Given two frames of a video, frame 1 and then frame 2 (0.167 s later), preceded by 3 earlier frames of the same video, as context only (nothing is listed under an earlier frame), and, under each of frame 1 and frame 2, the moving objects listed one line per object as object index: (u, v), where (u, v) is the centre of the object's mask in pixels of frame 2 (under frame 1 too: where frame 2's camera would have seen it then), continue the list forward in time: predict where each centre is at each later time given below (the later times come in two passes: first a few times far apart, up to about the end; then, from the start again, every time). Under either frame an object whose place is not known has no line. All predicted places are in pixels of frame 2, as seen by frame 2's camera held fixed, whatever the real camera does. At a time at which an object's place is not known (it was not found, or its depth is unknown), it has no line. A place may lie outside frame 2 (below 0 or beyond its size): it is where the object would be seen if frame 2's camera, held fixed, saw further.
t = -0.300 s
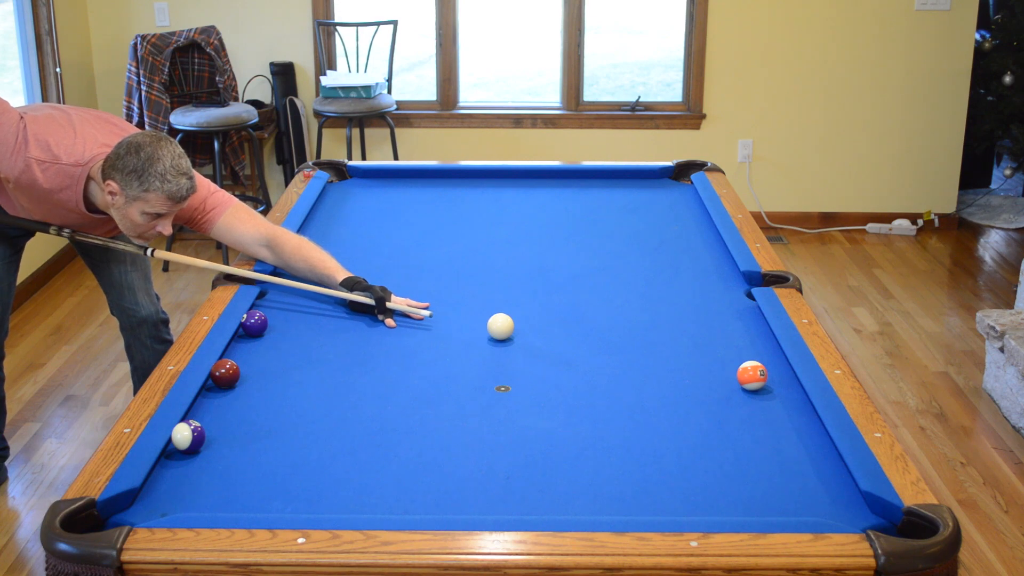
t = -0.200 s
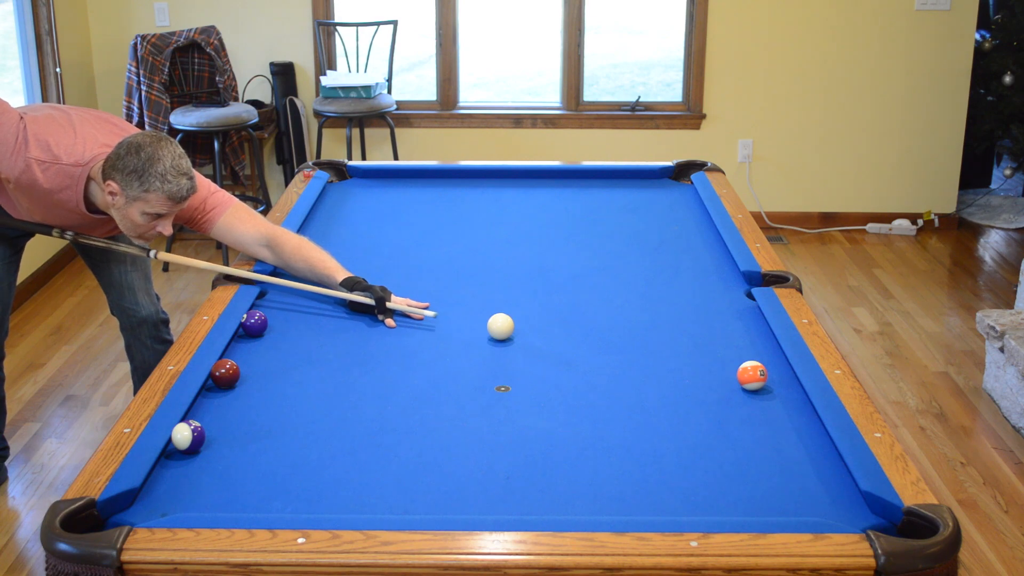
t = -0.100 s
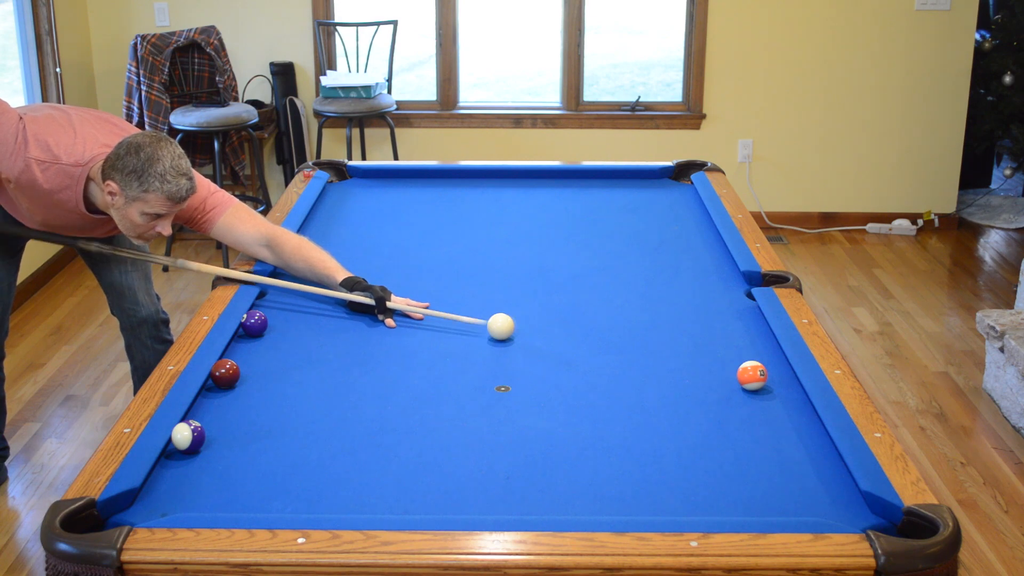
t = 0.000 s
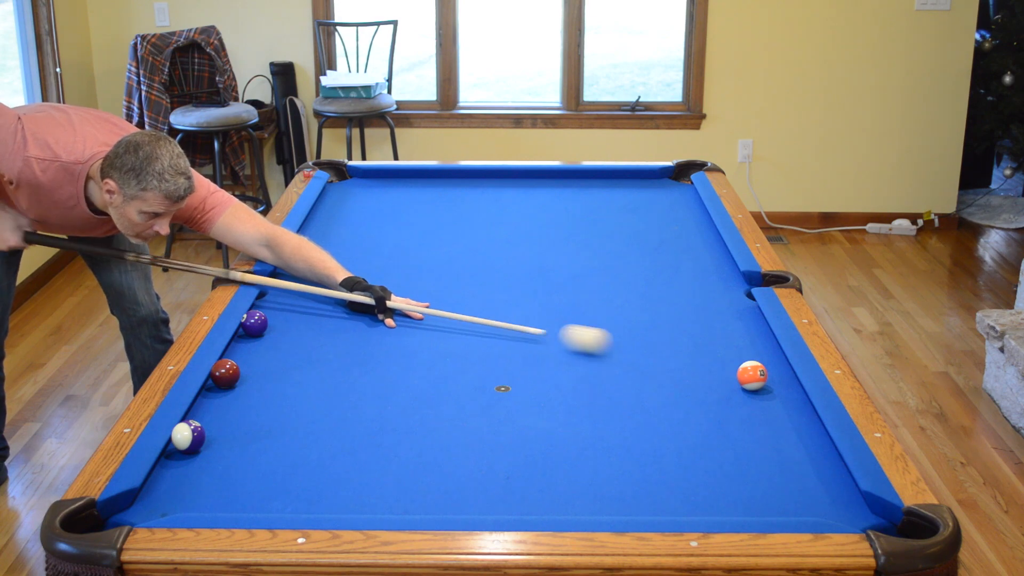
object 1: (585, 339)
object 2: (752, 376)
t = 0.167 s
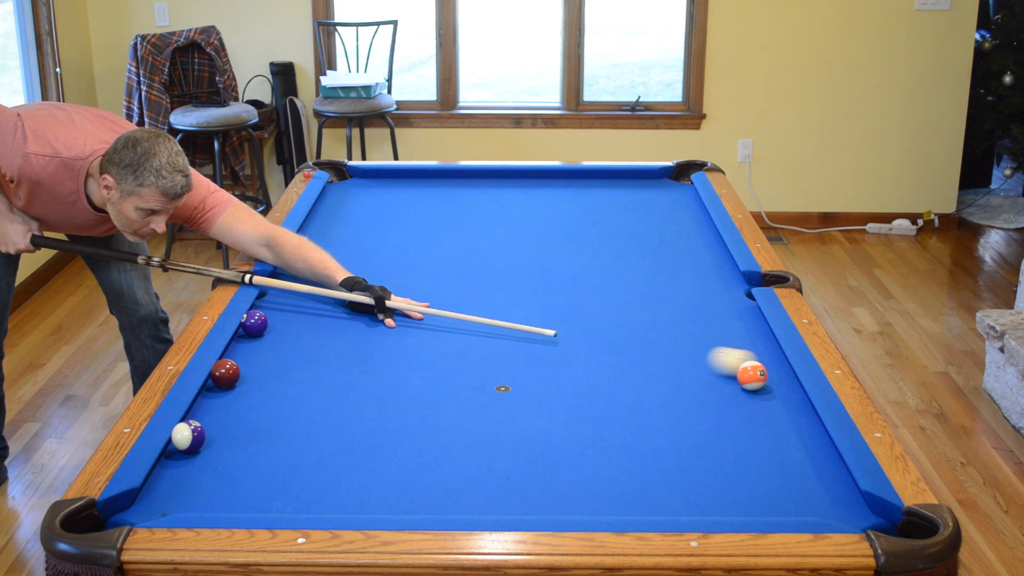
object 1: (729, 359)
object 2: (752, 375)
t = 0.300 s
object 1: (742, 358)
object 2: (763, 389)
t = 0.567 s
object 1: (645, 342)
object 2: (784, 416)
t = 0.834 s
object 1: (561, 328)
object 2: (806, 443)
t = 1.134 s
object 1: (476, 314)
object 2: (832, 474)
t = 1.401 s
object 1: (408, 302)
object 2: (844, 502)
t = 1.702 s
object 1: (338, 291)
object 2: (862, 521)
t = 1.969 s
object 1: (282, 281)
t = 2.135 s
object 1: (254, 281)
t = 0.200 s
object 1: (758, 360)
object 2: (754, 380)
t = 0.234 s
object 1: (773, 361)
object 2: (757, 382)
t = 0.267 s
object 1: (758, 359)
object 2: (760, 386)
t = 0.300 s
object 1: (742, 358)
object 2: (763, 389)
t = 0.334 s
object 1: (727, 356)
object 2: (765, 392)
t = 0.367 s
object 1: (714, 354)
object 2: (768, 396)
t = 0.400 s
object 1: (702, 352)
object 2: (771, 399)
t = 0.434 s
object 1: (690, 350)
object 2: (773, 402)
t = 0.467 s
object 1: (679, 348)
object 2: (776, 405)
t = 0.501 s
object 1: (667, 346)
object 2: (779, 408)
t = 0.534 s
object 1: (656, 344)
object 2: (781, 412)
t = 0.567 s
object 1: (645, 342)
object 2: (784, 416)
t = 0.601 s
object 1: (634, 341)
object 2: (787, 419)
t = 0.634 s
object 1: (623, 339)
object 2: (790, 422)
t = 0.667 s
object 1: (613, 337)
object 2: (792, 425)
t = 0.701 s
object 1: (602, 335)
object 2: (795, 428)
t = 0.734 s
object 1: (592, 333)
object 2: (798, 432)
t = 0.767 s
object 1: (581, 332)
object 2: (801, 436)
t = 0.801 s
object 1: (571, 330)
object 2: (804, 440)
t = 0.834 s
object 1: (561, 328)
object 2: (806, 443)
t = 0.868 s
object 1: (551, 327)
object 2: (809, 446)
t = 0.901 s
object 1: (542, 325)
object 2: (812, 450)
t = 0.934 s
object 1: (532, 323)
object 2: (815, 453)
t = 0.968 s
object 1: (522, 322)
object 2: (818, 457)
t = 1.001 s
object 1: (513, 320)
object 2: (821, 461)
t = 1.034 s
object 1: (503, 319)
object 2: (824, 464)
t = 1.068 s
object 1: (494, 317)
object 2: (827, 467)
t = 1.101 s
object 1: (485, 315)
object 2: (829, 471)
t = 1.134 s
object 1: (476, 314)
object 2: (832, 474)
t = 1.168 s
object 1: (467, 312)
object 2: (835, 478)
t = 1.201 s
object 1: (458, 311)
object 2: (837, 482)
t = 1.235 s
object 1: (449, 310)
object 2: (838, 485)
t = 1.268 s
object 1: (441, 308)
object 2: (840, 489)
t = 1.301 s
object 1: (432, 307)
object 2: (840, 492)
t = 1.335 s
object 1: (424, 305)
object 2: (842, 495)
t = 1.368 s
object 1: (416, 304)
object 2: (843, 499)
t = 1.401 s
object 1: (408, 302)
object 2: (844, 502)
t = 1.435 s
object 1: (399, 301)
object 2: (845, 505)
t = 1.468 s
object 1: (391, 300)
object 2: (846, 508)
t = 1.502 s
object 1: (383, 298)
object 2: (847, 510)
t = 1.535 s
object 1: (376, 297)
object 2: (849, 513)
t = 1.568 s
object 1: (368, 296)
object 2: (850, 515)
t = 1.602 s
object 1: (360, 294)
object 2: (851, 516)
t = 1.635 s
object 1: (353, 293)
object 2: (853, 518)
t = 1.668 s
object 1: (345, 292)
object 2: (857, 519)
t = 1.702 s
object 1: (338, 291)
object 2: (862, 521)
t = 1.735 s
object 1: (331, 289)
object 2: (867, 524)
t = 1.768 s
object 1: (324, 288)
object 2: (873, 529)
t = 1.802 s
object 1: (317, 287)
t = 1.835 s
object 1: (309, 286)
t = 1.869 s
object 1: (303, 284)
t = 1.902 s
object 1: (296, 283)
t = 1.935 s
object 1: (289, 282)
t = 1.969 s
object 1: (282, 281)
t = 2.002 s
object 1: (276, 280)
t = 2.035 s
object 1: (269, 279)
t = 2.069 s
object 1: (263, 278)
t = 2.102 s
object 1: (258, 279)
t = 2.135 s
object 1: (254, 281)
